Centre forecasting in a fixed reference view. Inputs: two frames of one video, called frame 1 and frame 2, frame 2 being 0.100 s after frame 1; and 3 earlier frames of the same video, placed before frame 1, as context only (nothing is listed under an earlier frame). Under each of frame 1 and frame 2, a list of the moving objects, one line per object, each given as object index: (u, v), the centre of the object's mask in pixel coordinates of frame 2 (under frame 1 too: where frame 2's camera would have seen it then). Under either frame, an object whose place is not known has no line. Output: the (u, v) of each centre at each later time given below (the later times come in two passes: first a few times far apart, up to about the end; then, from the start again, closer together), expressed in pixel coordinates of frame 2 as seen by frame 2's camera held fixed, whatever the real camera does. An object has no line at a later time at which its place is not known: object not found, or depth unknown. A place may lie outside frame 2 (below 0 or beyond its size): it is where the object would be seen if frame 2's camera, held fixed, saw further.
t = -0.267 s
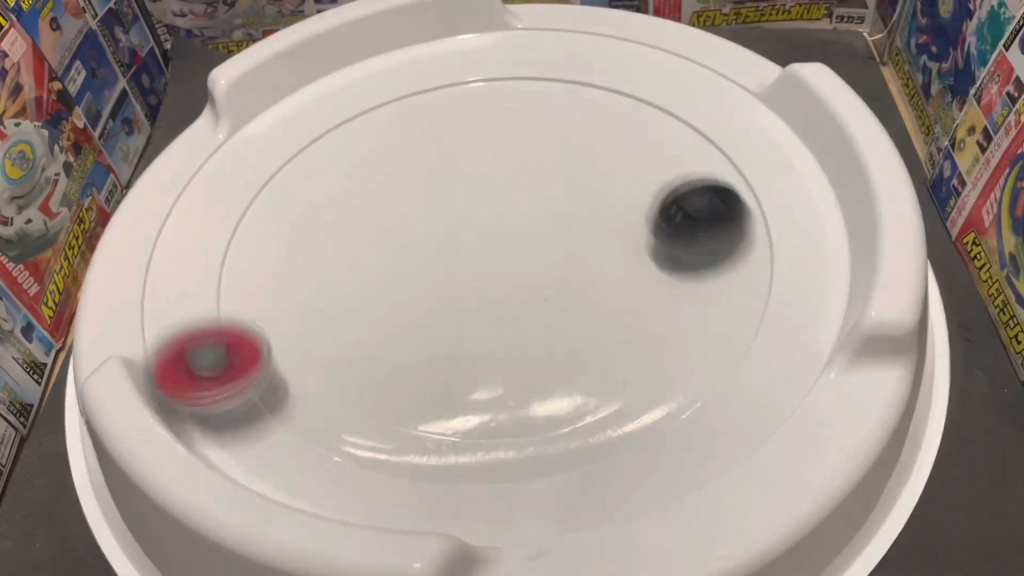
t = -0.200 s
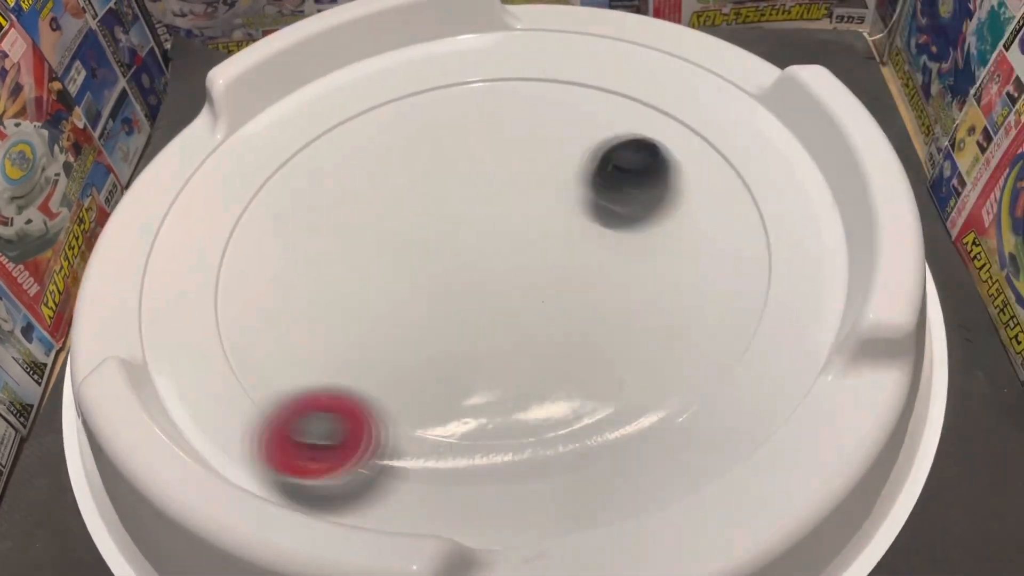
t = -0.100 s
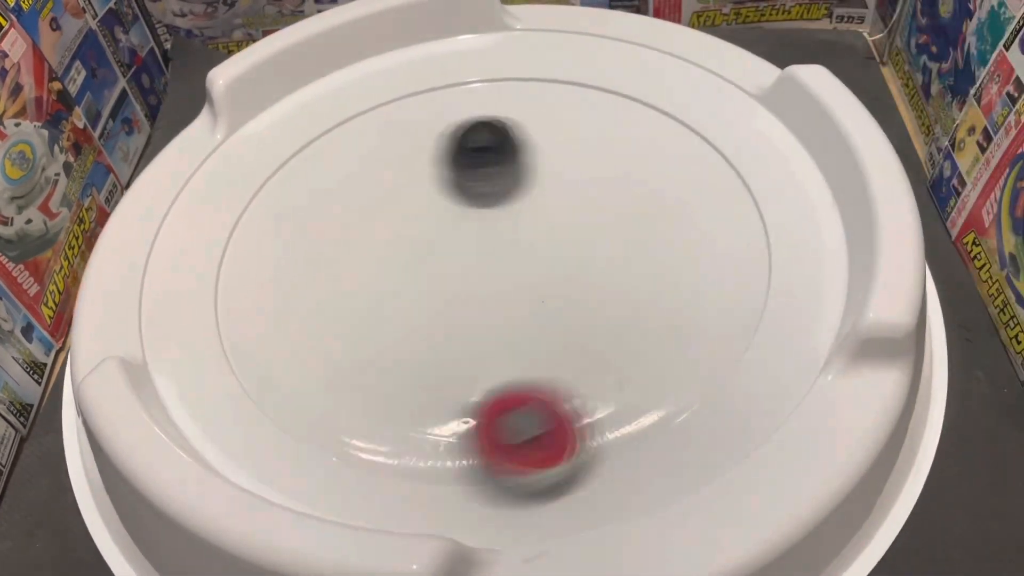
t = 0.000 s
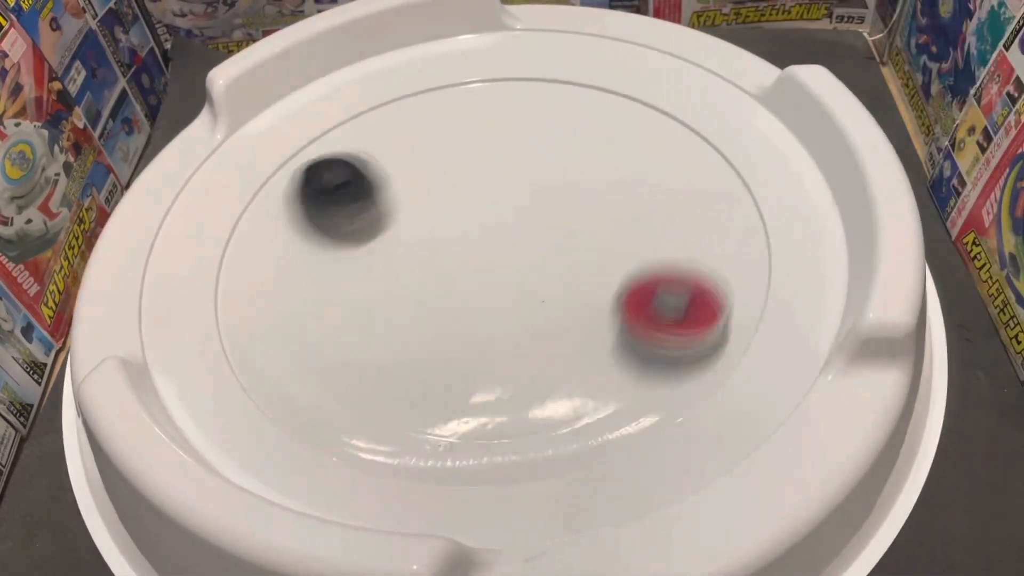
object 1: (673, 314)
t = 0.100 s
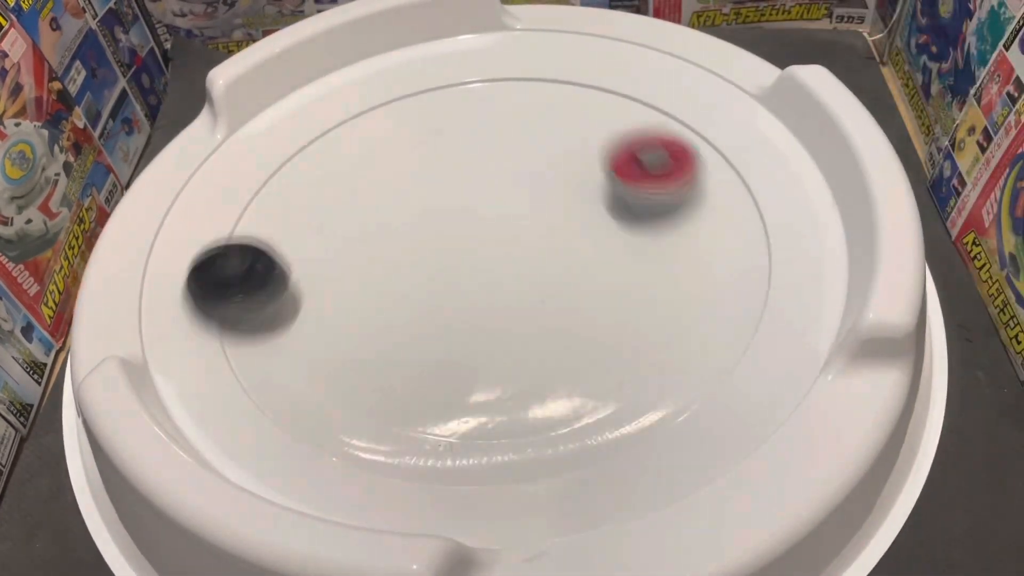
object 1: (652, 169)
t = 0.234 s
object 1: (470, 66)
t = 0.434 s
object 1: (221, 281)
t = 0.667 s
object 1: (606, 373)
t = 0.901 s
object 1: (546, 63)
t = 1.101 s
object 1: (225, 236)
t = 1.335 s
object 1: (572, 410)
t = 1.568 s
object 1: (686, 110)
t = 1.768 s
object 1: (341, 106)
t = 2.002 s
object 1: (332, 388)
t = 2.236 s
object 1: (753, 285)
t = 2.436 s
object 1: (744, 201)
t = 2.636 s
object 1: (700, 334)
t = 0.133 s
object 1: (617, 135)
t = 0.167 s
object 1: (574, 101)
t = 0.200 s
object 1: (524, 80)
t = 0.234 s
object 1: (470, 66)
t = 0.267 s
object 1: (409, 72)
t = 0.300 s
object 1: (351, 98)
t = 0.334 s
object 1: (301, 133)
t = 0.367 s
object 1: (258, 174)
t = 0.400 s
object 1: (229, 227)
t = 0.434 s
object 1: (221, 281)
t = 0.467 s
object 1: (231, 329)
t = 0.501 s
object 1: (263, 375)
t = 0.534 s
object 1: (315, 407)
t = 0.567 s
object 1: (386, 426)
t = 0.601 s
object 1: (463, 424)
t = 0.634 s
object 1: (540, 405)
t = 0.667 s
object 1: (606, 373)
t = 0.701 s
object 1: (657, 331)
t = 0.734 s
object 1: (704, 228)
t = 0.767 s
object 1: (699, 180)
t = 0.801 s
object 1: (684, 136)
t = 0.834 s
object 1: (655, 96)
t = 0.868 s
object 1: (607, 70)
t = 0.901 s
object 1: (546, 63)
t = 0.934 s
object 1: (484, 60)
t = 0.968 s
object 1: (417, 75)
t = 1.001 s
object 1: (353, 99)
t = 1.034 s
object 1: (295, 137)
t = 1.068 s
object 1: (251, 180)
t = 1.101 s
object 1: (225, 236)
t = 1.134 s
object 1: (219, 288)
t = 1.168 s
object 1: (237, 341)
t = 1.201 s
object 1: (272, 381)
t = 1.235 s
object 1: (333, 416)
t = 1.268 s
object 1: (411, 431)
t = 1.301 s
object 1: (492, 428)
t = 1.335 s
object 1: (572, 410)
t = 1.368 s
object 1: (644, 378)
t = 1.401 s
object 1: (699, 339)
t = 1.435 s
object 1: (740, 292)
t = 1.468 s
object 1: (765, 242)
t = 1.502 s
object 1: (753, 186)
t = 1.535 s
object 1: (724, 146)
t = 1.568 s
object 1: (686, 110)
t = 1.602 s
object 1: (632, 82)
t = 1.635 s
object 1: (578, 67)
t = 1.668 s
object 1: (518, 62)
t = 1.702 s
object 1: (456, 67)
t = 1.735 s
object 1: (396, 82)
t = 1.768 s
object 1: (341, 106)
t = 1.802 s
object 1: (297, 135)
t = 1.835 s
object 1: (265, 171)
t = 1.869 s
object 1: (248, 214)
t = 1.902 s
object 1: (246, 263)
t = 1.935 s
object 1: (259, 308)
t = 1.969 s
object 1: (289, 351)
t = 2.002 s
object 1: (332, 388)
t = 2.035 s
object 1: (387, 413)
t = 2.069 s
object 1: (457, 427)
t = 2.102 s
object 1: (532, 428)
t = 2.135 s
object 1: (608, 412)
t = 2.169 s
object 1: (676, 386)
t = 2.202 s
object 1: (723, 337)
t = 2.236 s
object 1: (753, 285)
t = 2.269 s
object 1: (764, 232)
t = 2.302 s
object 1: (749, 181)
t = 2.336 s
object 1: (718, 141)
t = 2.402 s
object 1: (735, 157)
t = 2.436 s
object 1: (744, 201)
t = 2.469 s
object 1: (750, 271)
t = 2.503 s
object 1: (748, 292)
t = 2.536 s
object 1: (739, 311)
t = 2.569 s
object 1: (723, 328)
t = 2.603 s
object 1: (711, 331)
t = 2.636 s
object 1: (700, 334)
